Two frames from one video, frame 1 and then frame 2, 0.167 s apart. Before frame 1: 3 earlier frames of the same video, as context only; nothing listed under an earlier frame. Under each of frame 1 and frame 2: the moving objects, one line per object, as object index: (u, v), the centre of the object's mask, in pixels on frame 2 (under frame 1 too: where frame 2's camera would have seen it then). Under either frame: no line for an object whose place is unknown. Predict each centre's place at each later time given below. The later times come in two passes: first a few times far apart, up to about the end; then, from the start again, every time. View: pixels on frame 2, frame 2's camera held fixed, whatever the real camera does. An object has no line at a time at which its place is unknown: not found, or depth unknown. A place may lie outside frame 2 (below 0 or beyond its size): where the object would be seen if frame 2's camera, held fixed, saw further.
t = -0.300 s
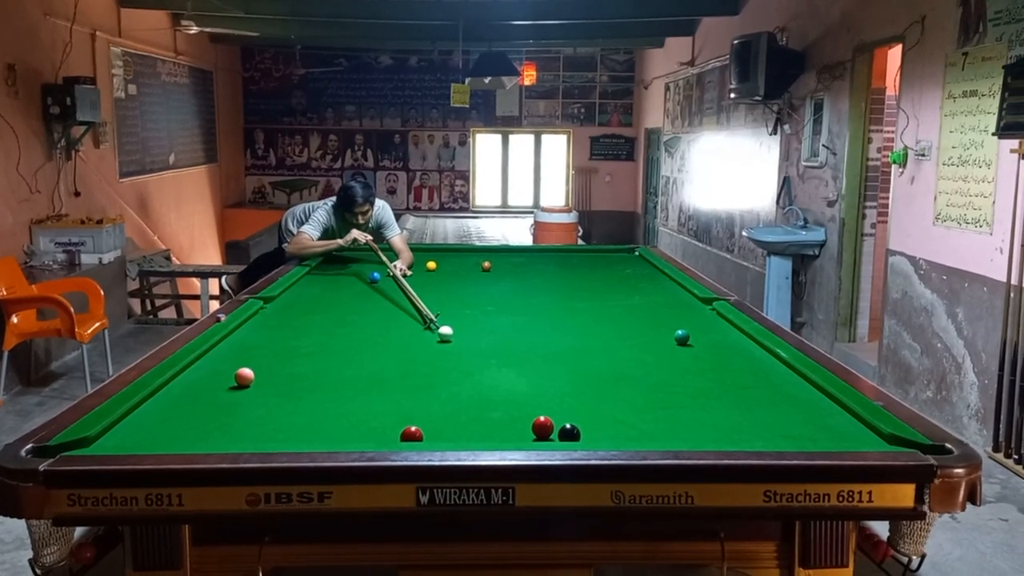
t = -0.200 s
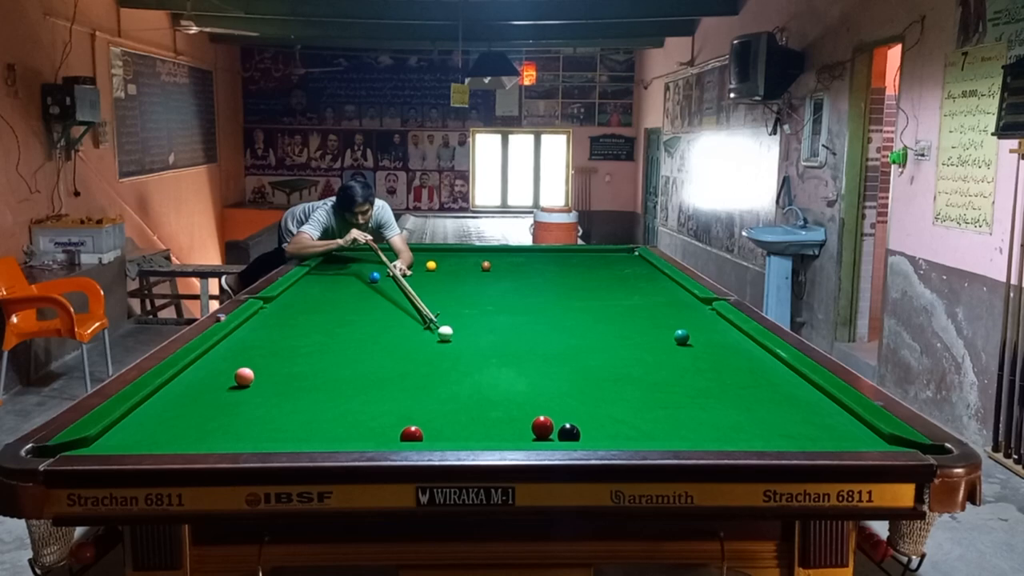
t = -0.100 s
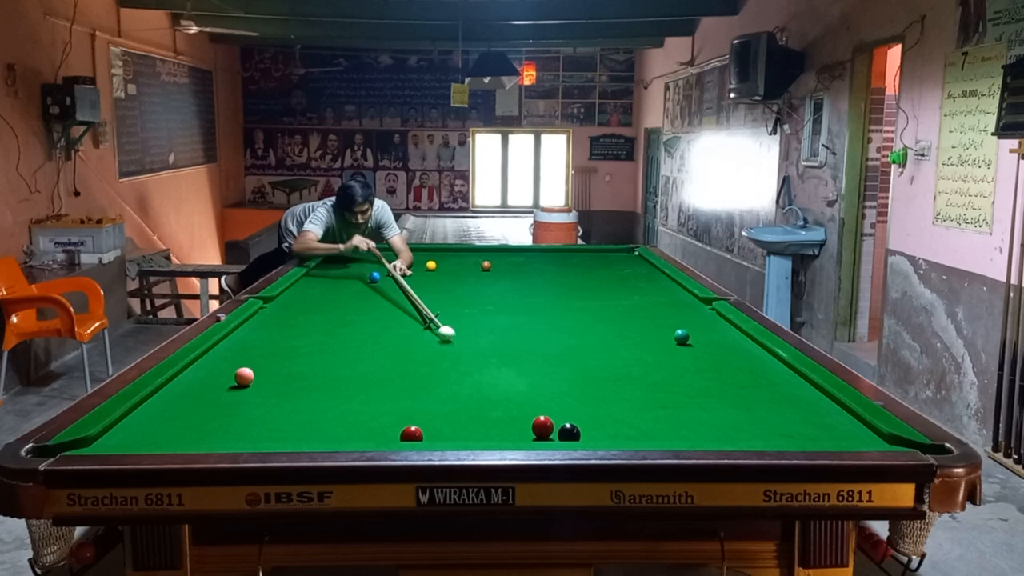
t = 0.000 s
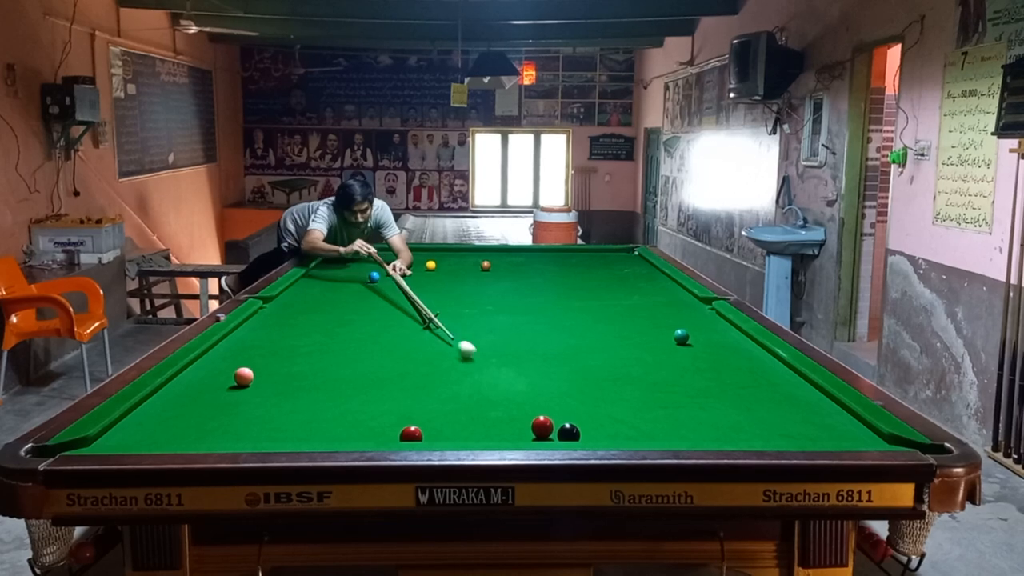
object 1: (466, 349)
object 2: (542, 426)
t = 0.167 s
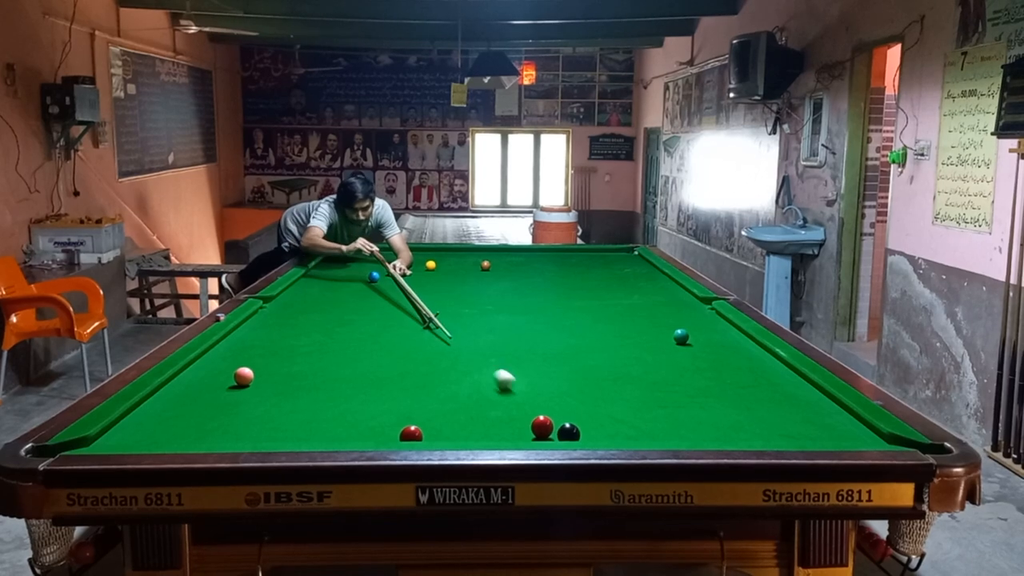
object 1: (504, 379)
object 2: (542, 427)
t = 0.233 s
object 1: (521, 394)
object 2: (542, 426)
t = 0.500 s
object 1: (641, 433)
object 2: (511, 435)
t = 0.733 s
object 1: (709, 407)
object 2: (482, 431)
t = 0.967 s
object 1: (764, 383)
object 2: (460, 423)
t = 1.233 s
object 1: (749, 361)
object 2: (437, 413)
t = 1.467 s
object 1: (684, 346)
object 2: (420, 406)
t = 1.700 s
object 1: (629, 332)
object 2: (405, 400)
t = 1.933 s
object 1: (582, 321)
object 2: (392, 395)
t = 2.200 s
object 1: (535, 310)
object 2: (379, 390)
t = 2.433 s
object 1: (500, 302)
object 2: (370, 386)
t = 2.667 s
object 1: (468, 295)
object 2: (362, 383)
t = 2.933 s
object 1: (436, 287)
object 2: (354, 381)
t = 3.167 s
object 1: (412, 282)
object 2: (349, 380)
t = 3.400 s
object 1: (389, 276)
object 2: (345, 379)
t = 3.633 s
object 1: (368, 270)
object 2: (344, 378)
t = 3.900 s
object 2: (344, 378)
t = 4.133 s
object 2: (344, 378)
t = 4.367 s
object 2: (344, 378)
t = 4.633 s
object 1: (340, 257)
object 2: (344, 378)
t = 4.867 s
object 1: (351, 255)
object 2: (344, 379)
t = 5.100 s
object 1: (360, 254)
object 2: (345, 379)
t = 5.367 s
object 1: (369, 252)
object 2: (345, 379)
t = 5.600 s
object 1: (377, 251)
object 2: (345, 379)
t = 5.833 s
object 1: (384, 249)
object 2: (345, 379)
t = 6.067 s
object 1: (389, 248)
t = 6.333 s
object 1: (394, 248)
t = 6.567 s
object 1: (396, 248)
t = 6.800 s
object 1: (398, 249)
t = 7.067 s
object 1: (399, 249)
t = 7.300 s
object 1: (400, 249)
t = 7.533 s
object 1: (401, 249)
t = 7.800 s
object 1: (401, 250)
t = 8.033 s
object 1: (401, 250)
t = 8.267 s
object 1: (401, 250)
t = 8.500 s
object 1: (401, 250)
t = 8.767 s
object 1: (400, 250)
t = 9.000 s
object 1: (401, 249)
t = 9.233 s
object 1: (401, 250)
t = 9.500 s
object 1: (401, 249)
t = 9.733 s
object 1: (401, 249)
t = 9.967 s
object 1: (401, 250)
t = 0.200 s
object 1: (512, 386)
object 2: (542, 426)
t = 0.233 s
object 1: (521, 394)
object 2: (542, 426)
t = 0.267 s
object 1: (531, 401)
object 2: (542, 426)
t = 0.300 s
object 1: (541, 407)
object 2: (542, 426)
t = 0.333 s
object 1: (553, 414)
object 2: (542, 426)
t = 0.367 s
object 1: (568, 418)
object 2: (537, 428)
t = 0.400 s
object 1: (590, 428)
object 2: (529, 430)
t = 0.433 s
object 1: (608, 432)
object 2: (523, 432)
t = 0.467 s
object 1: (628, 435)
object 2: (517, 433)
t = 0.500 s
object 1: (641, 433)
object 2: (511, 435)
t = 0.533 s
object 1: (652, 430)
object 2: (505, 436)
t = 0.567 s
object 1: (662, 428)
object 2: (500, 436)
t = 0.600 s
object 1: (672, 423)
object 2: (497, 435)
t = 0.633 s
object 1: (681, 419)
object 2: (493, 434)
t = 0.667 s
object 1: (691, 415)
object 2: (489, 433)
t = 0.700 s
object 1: (700, 411)
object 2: (486, 432)
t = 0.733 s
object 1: (709, 407)
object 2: (482, 431)
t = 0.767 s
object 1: (717, 403)
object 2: (479, 431)
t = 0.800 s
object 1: (726, 399)
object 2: (475, 429)
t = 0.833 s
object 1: (734, 396)
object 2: (472, 428)
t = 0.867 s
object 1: (741, 393)
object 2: (469, 427)
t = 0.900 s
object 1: (749, 389)
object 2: (466, 426)
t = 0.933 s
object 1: (756, 386)
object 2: (463, 424)
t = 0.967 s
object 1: (764, 383)
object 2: (460, 423)
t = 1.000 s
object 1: (770, 380)
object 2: (457, 422)
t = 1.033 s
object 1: (777, 377)
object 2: (454, 420)
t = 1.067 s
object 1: (784, 374)
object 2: (451, 419)
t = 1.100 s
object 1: (790, 371)
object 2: (448, 418)
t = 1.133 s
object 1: (781, 369)
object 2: (445, 417)
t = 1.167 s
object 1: (769, 366)
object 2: (442, 415)
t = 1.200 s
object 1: (759, 364)
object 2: (440, 414)
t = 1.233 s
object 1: (749, 361)
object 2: (437, 413)
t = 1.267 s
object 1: (739, 359)
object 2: (434, 412)
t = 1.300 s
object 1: (729, 356)
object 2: (432, 411)
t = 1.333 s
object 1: (720, 355)
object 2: (430, 410)
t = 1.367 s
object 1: (710, 352)
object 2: (427, 409)
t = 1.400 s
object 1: (701, 350)
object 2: (425, 408)
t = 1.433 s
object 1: (693, 348)
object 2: (422, 407)
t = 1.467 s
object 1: (684, 346)
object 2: (420, 406)
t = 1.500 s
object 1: (675, 343)
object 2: (418, 405)
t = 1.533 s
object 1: (667, 342)
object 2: (415, 404)
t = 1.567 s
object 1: (659, 339)
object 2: (413, 403)
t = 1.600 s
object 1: (652, 338)
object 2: (411, 402)
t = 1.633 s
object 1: (644, 336)
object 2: (409, 402)
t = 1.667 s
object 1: (636, 334)
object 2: (407, 401)
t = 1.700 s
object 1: (629, 332)
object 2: (405, 400)
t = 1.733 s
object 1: (622, 330)
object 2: (403, 399)
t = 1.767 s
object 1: (615, 329)
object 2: (401, 399)
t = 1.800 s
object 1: (608, 327)
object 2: (399, 397)
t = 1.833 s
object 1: (601, 326)
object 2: (397, 397)
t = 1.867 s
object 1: (595, 324)
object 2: (395, 396)
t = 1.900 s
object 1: (588, 323)
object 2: (393, 396)
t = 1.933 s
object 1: (582, 321)
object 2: (392, 395)
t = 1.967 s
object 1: (576, 320)
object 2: (390, 394)
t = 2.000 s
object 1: (570, 318)
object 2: (388, 393)
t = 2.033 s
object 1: (564, 316)
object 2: (387, 393)
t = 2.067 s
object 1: (558, 315)
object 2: (385, 392)
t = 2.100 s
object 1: (552, 314)
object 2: (383, 392)
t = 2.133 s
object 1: (547, 313)
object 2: (382, 391)
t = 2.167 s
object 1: (541, 311)
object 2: (380, 390)
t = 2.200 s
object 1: (535, 310)
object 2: (379, 390)
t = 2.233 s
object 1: (530, 309)
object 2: (377, 389)
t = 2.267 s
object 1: (525, 307)
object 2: (376, 389)
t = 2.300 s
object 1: (520, 307)
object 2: (375, 388)
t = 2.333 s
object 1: (515, 305)
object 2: (373, 388)
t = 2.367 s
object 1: (510, 304)
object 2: (372, 387)
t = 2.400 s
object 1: (505, 303)
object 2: (371, 387)
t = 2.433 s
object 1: (500, 302)
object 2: (370, 386)
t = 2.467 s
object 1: (495, 301)
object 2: (368, 386)
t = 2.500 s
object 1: (490, 300)
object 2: (367, 386)
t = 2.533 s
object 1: (486, 299)
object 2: (366, 385)
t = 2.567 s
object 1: (482, 297)
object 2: (365, 385)
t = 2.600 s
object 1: (477, 296)
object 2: (364, 384)
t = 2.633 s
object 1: (473, 295)
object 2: (363, 384)
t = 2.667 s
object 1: (468, 295)
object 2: (362, 383)
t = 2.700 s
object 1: (464, 293)
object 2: (361, 383)
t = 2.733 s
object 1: (460, 293)
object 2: (360, 383)
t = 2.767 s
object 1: (456, 292)
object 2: (359, 383)
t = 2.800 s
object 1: (452, 291)
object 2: (358, 382)
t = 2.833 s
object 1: (448, 290)
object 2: (357, 382)
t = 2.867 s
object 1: (444, 289)
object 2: (356, 382)
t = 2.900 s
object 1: (440, 288)
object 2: (355, 381)
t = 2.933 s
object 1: (436, 287)
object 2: (354, 381)
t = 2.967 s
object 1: (433, 286)
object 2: (354, 381)
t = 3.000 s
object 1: (429, 286)
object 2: (353, 381)
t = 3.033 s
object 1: (425, 285)
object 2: (352, 380)
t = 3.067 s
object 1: (422, 284)
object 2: (351, 380)
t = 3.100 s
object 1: (418, 283)
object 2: (350, 380)
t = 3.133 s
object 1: (415, 282)
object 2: (350, 380)
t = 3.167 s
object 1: (412, 282)
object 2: (349, 380)
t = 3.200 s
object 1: (408, 281)
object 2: (348, 379)
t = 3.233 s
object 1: (405, 280)
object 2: (348, 379)
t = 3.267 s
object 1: (402, 279)
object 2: (347, 379)
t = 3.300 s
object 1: (399, 279)
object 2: (347, 379)
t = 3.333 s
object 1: (396, 278)
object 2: (346, 379)
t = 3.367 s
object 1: (392, 277)
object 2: (346, 379)
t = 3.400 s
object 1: (389, 276)
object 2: (345, 379)
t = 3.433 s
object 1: (386, 276)
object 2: (345, 379)
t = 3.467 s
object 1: (384, 275)
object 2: (345, 379)
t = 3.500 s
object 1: (382, 274)
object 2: (344, 379)
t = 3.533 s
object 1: (380, 273)
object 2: (344, 379)
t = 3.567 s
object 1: (376, 271)
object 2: (344, 378)
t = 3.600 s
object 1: (372, 270)
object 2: (344, 378)
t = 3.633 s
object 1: (368, 270)
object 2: (344, 378)
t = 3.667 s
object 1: (366, 271)
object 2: (344, 378)
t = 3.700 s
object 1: (364, 270)
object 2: (344, 378)
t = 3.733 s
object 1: (362, 270)
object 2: (344, 378)
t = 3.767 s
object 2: (344, 378)
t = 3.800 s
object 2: (344, 378)
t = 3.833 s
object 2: (344, 378)
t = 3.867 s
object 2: (344, 378)
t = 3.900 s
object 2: (344, 378)
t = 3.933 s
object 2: (344, 379)
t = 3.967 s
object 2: (344, 379)
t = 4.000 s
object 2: (344, 379)
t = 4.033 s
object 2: (344, 379)
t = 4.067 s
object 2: (344, 378)
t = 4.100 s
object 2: (344, 379)
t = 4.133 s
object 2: (344, 378)
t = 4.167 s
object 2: (344, 378)
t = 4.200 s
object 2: (344, 378)
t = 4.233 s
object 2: (344, 378)
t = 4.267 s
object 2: (344, 378)
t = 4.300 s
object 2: (344, 378)
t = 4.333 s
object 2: (344, 378)
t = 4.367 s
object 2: (344, 378)
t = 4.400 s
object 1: (329, 259)
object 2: (344, 378)
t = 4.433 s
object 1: (331, 259)
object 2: (344, 378)
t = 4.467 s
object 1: (332, 259)
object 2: (344, 378)
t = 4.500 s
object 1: (334, 258)
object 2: (344, 379)
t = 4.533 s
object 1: (335, 258)
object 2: (344, 378)
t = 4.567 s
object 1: (337, 258)
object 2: (344, 378)
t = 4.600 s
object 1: (338, 258)
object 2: (344, 378)
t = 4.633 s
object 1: (340, 257)
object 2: (344, 378)
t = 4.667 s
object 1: (342, 257)
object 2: (344, 379)
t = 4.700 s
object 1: (343, 257)
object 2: (344, 378)
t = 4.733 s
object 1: (345, 257)
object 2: (344, 378)
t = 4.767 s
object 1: (346, 256)
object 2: (344, 379)
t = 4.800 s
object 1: (348, 256)
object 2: (344, 379)
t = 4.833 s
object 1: (349, 256)
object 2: (344, 379)
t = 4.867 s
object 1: (351, 255)
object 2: (344, 379)
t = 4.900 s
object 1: (352, 255)
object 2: (344, 379)
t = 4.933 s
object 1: (353, 255)
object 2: (344, 379)
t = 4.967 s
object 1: (355, 255)
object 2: (345, 379)
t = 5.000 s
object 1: (356, 255)
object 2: (345, 379)
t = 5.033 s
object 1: (357, 254)
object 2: (345, 379)
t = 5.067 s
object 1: (359, 254)
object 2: (345, 379)
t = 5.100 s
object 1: (360, 254)
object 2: (345, 379)
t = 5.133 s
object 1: (361, 253)
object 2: (345, 379)
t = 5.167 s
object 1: (362, 253)
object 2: (345, 379)
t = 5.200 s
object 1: (364, 253)
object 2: (345, 379)
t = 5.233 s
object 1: (365, 253)
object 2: (345, 379)
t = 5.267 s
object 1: (366, 252)
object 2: (345, 379)
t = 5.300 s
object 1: (367, 252)
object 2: (345, 379)
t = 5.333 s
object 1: (368, 252)
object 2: (345, 379)
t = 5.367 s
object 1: (369, 252)
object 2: (345, 379)
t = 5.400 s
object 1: (370, 252)
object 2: (345, 379)
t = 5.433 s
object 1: (371, 252)
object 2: (345, 379)
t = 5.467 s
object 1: (373, 251)
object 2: (345, 379)
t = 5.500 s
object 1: (374, 251)
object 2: (345, 379)
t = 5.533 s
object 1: (375, 251)
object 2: (345, 379)
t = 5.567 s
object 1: (376, 251)
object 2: (345, 379)
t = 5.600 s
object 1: (377, 251)
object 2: (345, 379)
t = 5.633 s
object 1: (378, 251)
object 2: (345, 379)
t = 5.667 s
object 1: (379, 250)
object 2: (345, 379)
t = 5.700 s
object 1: (380, 250)
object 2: (345, 379)
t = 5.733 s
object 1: (381, 250)
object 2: (345, 379)
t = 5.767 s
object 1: (382, 250)
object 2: (345, 379)
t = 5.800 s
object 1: (383, 250)
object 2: (345, 378)
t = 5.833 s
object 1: (384, 249)
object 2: (345, 379)
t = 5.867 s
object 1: (384, 249)
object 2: (345, 379)
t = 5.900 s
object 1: (385, 249)
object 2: (345, 379)
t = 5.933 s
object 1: (386, 249)
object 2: (345, 378)
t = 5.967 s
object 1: (387, 249)
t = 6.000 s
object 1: (388, 249)
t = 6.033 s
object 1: (389, 249)
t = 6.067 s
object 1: (389, 248)
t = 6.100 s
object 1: (390, 248)
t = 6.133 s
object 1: (391, 248)
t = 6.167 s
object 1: (392, 248)
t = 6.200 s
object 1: (392, 248)
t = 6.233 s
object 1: (393, 248)
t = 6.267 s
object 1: (394, 248)
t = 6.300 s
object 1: (394, 248)
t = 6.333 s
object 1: (394, 248)
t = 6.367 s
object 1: (395, 248)
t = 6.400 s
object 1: (395, 248)
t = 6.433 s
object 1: (395, 248)
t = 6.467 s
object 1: (396, 248)
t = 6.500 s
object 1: (396, 248)
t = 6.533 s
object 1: (396, 248)
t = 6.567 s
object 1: (396, 248)
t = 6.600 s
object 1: (397, 248)
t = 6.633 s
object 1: (397, 248)
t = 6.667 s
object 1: (397, 248)
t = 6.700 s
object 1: (397, 248)
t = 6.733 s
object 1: (398, 249)
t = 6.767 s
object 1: (398, 249)
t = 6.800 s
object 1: (398, 249)
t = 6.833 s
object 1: (398, 249)
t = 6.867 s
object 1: (399, 249)
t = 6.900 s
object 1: (399, 249)
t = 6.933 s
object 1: (399, 249)
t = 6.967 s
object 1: (399, 249)
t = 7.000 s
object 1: (399, 249)
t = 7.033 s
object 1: (399, 249)
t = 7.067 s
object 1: (399, 249)
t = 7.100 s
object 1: (400, 249)
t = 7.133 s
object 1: (400, 249)
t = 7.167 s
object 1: (400, 249)
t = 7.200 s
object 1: (400, 249)
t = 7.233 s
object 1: (400, 249)
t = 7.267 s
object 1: (400, 249)
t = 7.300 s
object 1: (400, 249)
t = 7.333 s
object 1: (400, 249)
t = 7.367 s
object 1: (401, 249)
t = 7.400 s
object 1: (401, 249)
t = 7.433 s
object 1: (401, 249)
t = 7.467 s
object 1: (401, 249)
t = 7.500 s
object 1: (401, 249)
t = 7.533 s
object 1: (401, 249)
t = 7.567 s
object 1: (401, 249)
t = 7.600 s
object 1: (401, 249)
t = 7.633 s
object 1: (401, 250)
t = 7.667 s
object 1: (401, 250)
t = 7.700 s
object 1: (401, 250)
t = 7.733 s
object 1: (401, 249)
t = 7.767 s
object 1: (401, 249)
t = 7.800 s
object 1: (401, 250)
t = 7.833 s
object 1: (401, 249)
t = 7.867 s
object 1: (401, 249)
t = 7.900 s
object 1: (401, 249)
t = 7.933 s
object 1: (401, 249)
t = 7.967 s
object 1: (401, 250)
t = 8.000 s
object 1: (401, 250)
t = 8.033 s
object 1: (401, 250)
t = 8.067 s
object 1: (401, 250)
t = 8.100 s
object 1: (401, 250)
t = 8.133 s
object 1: (401, 250)
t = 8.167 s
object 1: (401, 250)
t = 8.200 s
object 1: (401, 250)
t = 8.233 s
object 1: (401, 249)
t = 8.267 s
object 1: (401, 250)
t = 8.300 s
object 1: (401, 250)
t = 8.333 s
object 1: (401, 250)
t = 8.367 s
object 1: (401, 250)
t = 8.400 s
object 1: (401, 250)
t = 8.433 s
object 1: (401, 250)
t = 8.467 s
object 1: (401, 250)
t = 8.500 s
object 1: (401, 250)
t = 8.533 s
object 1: (401, 250)
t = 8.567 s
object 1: (401, 250)
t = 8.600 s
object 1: (401, 250)
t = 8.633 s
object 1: (401, 249)
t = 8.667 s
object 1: (400, 249)
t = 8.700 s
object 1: (400, 250)
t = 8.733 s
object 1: (400, 249)
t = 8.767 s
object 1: (400, 250)
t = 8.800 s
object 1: (401, 249)
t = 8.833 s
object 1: (401, 250)
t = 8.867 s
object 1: (400, 249)
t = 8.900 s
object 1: (401, 249)
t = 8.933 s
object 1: (400, 249)
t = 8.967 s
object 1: (400, 250)
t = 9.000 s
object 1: (401, 249)
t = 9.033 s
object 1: (401, 249)
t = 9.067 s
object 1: (401, 249)
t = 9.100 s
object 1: (401, 249)
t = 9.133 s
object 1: (400, 249)
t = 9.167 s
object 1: (400, 249)
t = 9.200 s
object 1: (401, 250)
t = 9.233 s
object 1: (401, 250)
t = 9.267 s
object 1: (401, 250)
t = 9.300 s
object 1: (401, 250)
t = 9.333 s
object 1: (401, 250)
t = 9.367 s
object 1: (401, 250)
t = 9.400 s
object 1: (401, 250)
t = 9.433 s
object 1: (401, 250)
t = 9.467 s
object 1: (401, 250)
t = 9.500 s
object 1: (401, 249)
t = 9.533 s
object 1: (400, 249)
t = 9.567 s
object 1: (401, 250)
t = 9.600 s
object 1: (401, 250)
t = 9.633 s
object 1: (401, 250)
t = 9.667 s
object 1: (401, 249)
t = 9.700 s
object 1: (400, 249)
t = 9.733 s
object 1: (401, 249)
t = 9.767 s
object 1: (401, 249)
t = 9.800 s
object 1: (401, 249)
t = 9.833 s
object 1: (400, 249)
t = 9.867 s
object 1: (401, 249)
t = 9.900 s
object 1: (401, 249)
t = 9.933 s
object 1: (401, 249)
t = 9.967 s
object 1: (401, 250)
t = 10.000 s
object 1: (401, 250)
